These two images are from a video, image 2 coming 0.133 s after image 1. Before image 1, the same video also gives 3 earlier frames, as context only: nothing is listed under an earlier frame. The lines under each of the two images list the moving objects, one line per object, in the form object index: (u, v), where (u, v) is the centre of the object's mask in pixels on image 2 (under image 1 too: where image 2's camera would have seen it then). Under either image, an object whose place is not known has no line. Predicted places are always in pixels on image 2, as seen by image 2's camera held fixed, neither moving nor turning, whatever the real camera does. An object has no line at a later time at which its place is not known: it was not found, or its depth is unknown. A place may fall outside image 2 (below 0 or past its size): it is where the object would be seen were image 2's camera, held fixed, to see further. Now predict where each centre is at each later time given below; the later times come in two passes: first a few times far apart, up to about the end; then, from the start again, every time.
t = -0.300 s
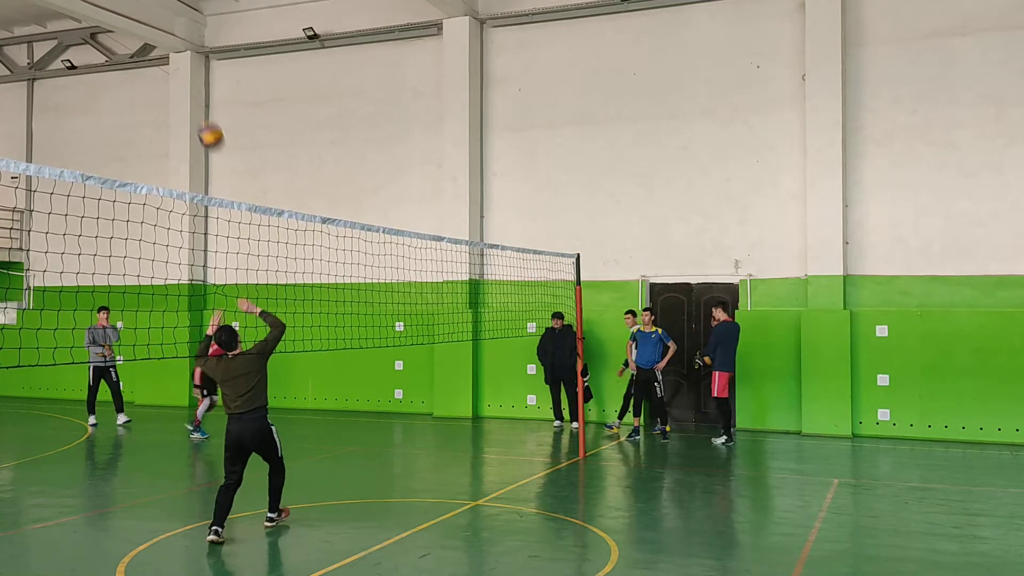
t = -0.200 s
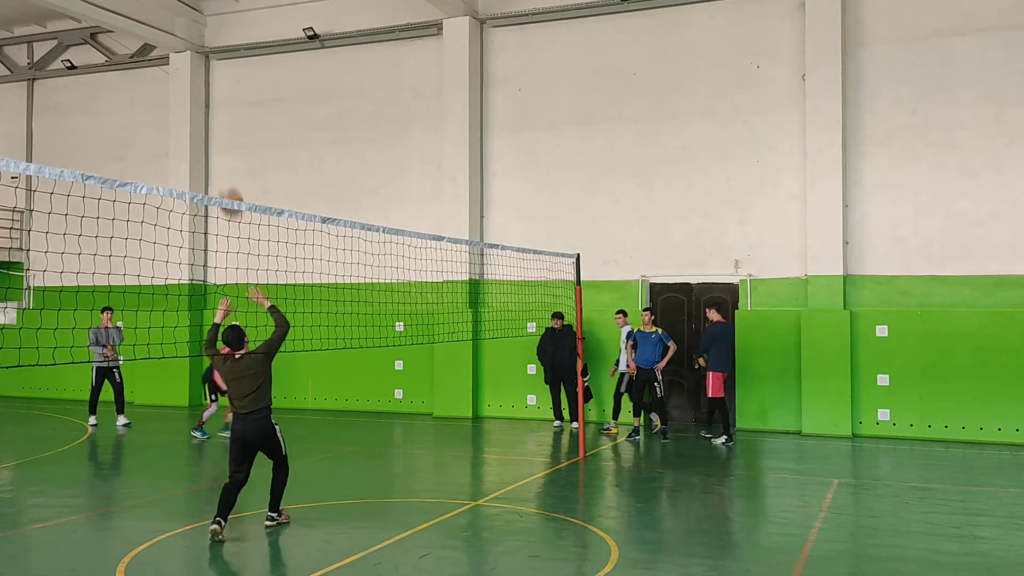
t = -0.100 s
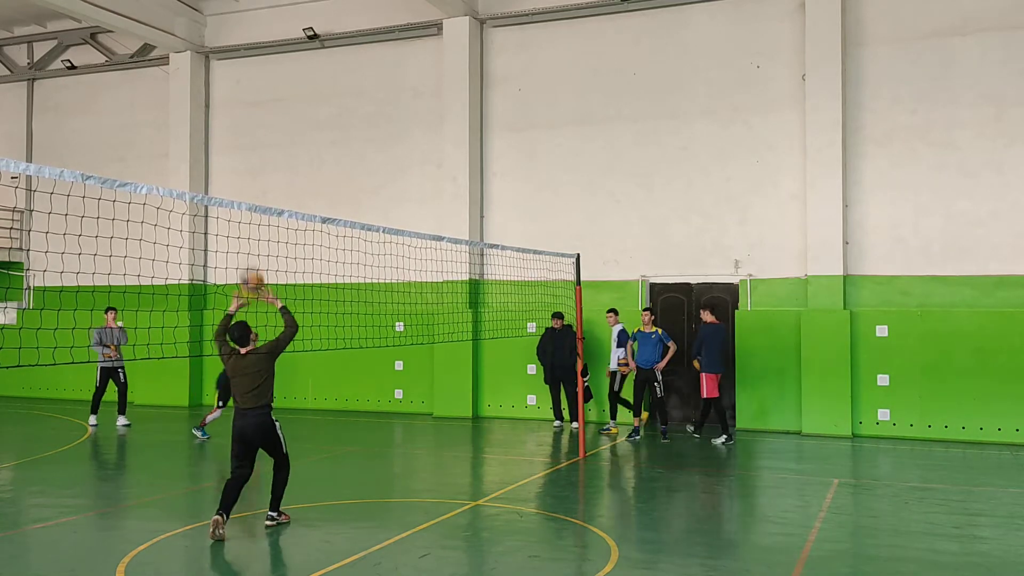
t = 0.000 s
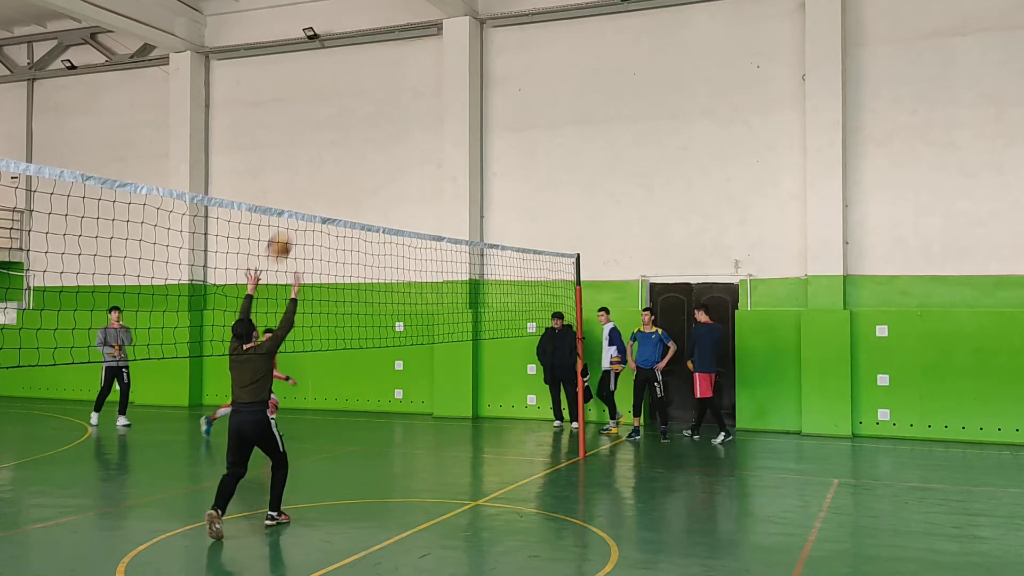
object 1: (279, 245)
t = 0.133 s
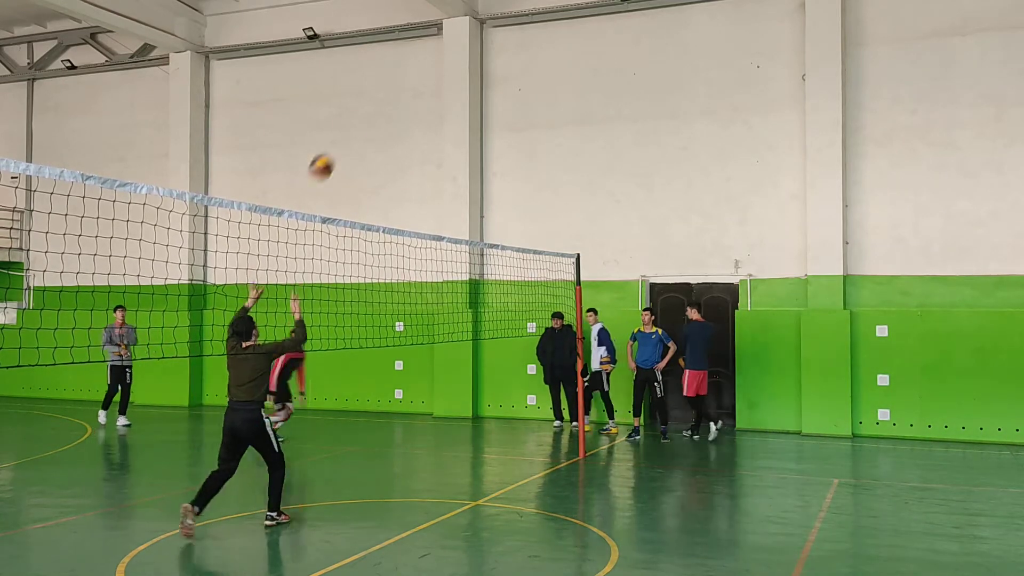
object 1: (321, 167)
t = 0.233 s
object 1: (351, 124)
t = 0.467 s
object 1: (406, 74)
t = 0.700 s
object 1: (452, 78)
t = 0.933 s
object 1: (490, 126)
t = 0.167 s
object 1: (332, 150)
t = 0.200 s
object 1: (342, 136)
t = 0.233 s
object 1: (351, 124)
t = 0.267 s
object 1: (359, 113)
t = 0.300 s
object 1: (368, 103)
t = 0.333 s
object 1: (376, 95)
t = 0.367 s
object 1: (384, 88)
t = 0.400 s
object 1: (391, 82)
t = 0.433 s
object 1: (399, 78)
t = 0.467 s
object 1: (406, 74)
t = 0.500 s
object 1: (413, 72)
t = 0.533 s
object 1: (420, 71)
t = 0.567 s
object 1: (427, 70)
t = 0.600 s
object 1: (434, 71)
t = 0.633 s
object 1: (440, 72)
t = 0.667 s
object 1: (446, 75)
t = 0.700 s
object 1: (452, 78)
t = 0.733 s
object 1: (458, 82)
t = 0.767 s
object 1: (464, 88)
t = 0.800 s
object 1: (469, 94)
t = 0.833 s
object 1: (475, 101)
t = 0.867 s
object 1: (480, 109)
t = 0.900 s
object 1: (486, 117)
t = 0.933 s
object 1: (490, 126)
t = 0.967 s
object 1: (496, 137)
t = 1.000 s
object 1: (500, 147)
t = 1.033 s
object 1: (505, 158)
